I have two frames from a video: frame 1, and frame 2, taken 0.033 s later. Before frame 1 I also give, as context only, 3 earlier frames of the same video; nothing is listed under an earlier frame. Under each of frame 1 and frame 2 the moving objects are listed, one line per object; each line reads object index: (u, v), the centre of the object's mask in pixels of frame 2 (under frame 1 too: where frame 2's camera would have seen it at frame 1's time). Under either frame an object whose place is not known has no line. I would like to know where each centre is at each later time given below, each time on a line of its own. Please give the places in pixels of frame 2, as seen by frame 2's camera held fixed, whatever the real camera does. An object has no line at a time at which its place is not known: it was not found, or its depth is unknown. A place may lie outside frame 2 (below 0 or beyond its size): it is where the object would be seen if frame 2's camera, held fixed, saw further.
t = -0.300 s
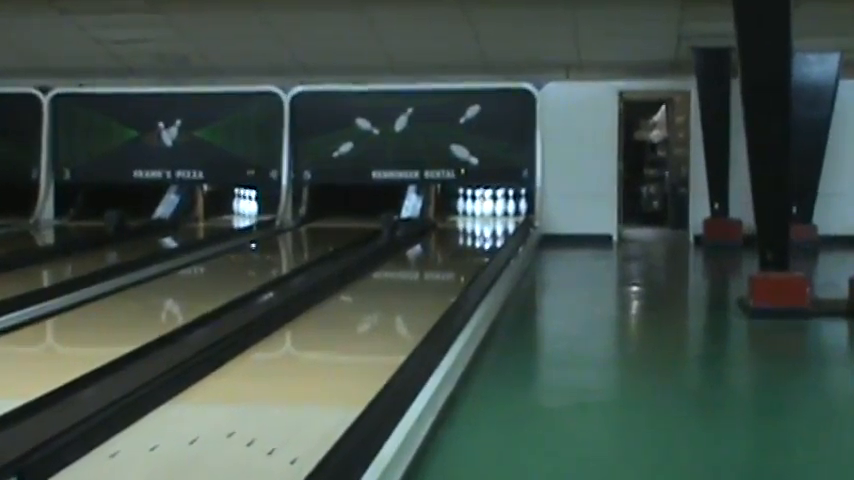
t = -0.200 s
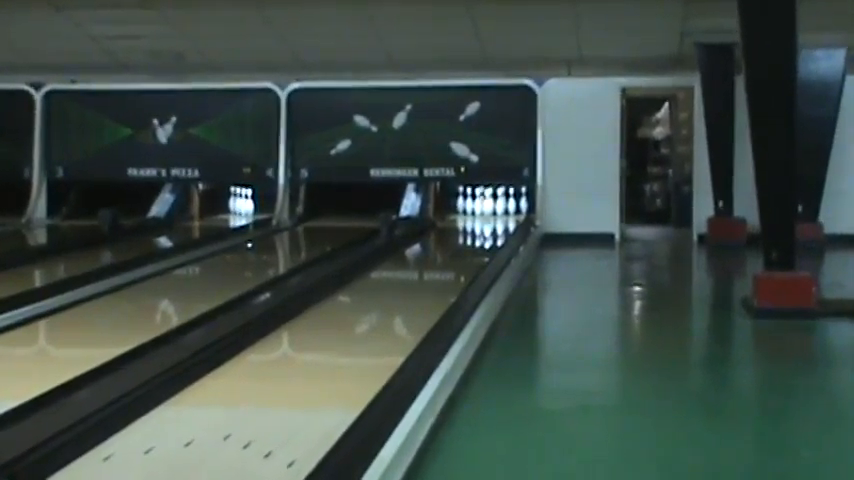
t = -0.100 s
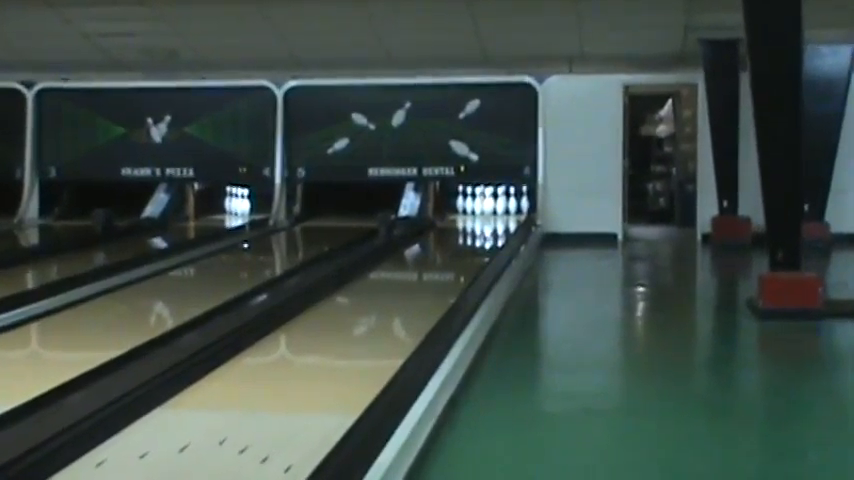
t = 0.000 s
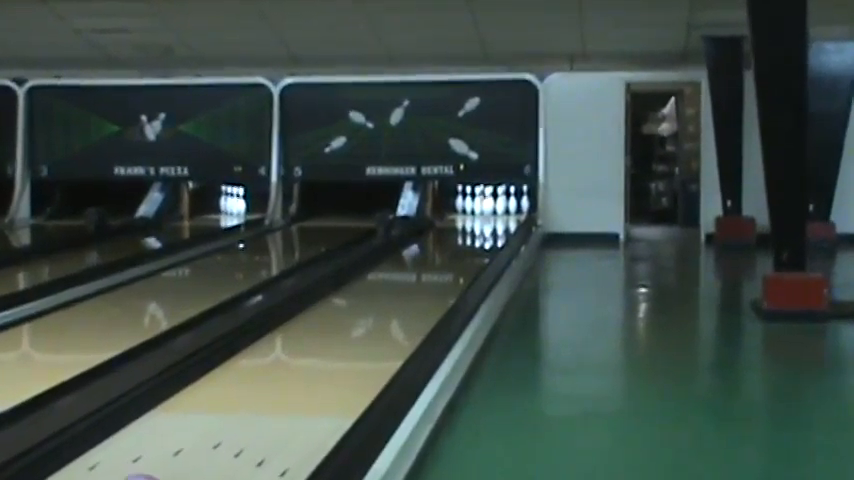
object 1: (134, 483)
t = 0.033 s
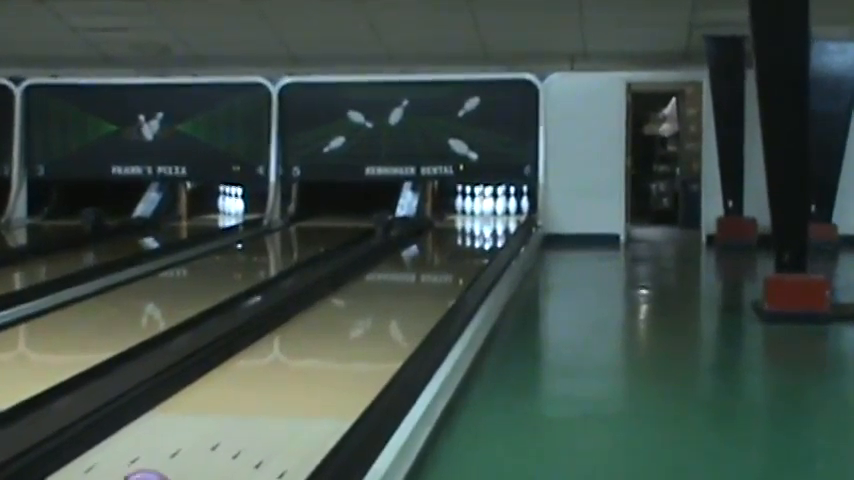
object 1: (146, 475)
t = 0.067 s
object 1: (157, 470)
